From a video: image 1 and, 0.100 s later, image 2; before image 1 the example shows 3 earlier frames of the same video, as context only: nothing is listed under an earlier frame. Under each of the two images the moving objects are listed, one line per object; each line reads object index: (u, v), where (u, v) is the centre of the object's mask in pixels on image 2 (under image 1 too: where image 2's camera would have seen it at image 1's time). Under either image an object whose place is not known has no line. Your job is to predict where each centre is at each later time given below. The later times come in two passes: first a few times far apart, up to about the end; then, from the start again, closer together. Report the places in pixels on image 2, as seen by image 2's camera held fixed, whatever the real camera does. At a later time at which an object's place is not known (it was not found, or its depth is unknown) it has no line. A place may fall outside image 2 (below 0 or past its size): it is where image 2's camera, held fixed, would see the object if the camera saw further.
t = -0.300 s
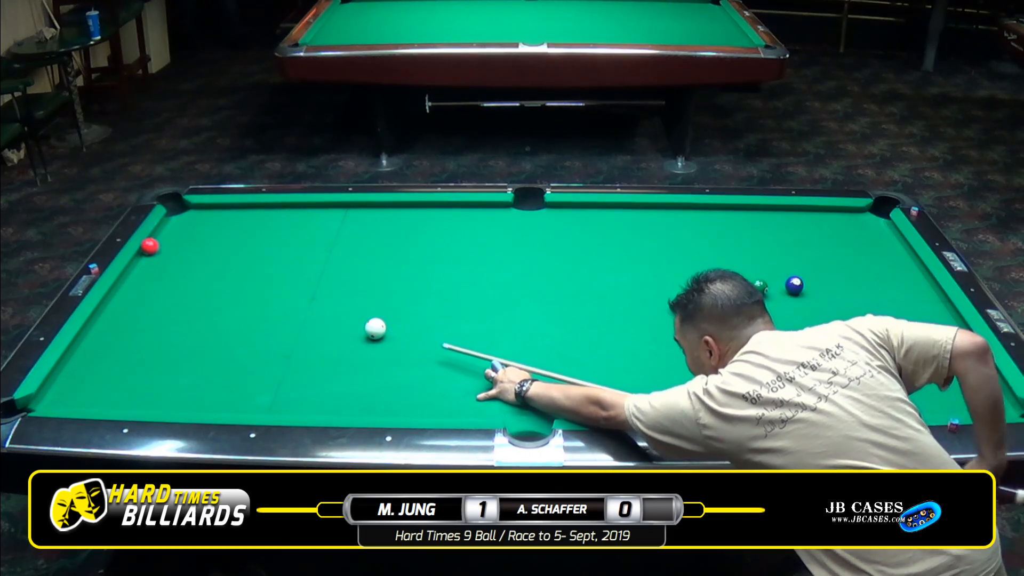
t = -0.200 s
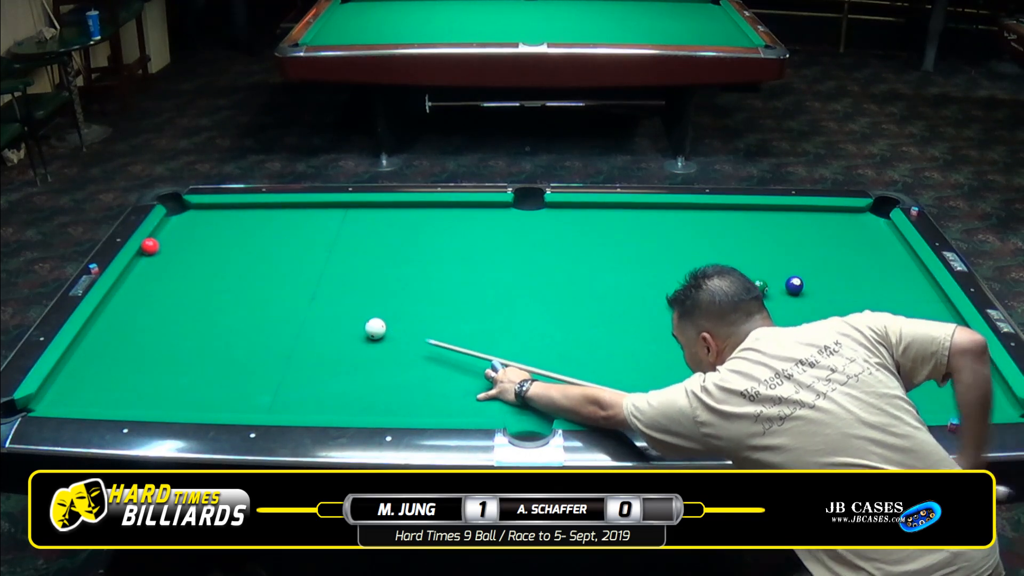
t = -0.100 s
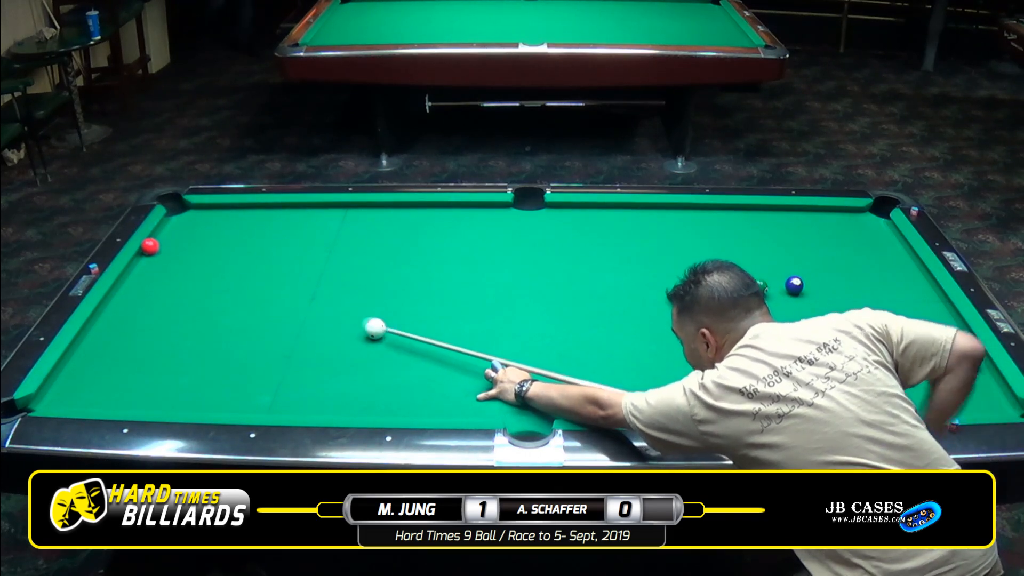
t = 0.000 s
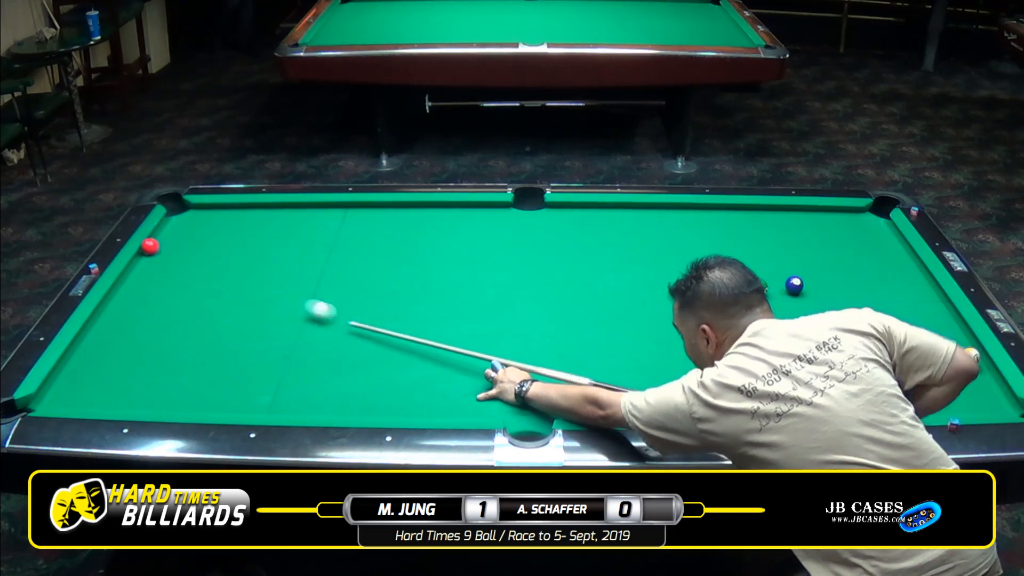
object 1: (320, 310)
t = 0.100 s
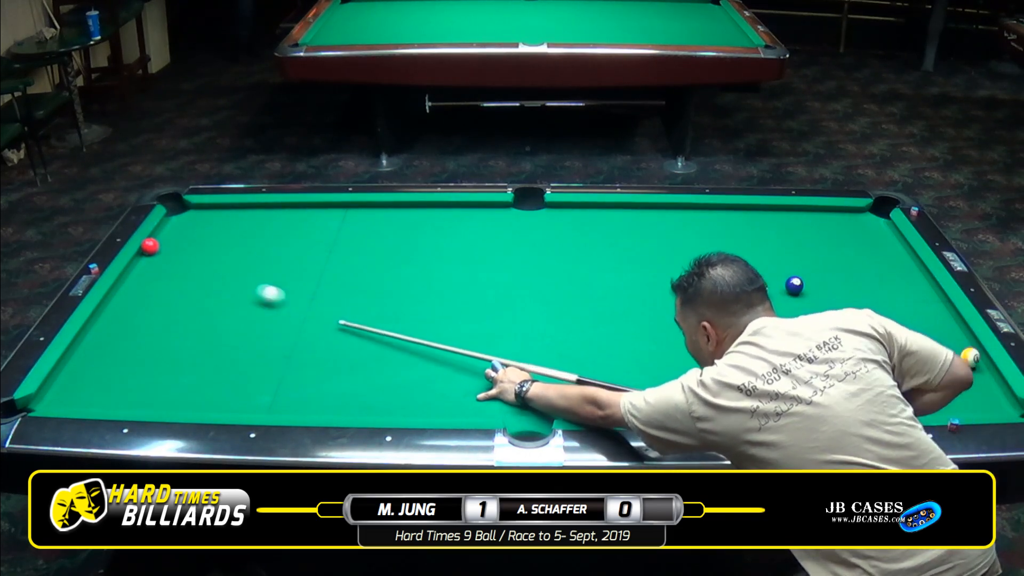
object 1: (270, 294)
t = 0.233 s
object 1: (210, 275)
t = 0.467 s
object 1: (162, 254)
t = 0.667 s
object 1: (220, 251)
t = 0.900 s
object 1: (286, 247)
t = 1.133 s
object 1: (352, 244)
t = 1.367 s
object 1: (416, 241)
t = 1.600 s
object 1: (479, 238)
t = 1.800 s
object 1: (530, 236)
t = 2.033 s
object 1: (588, 233)
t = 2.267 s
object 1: (644, 231)
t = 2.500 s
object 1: (697, 228)
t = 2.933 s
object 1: (790, 224)
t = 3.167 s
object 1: (831, 224)
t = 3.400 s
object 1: (871, 223)
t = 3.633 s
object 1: (871, 222)
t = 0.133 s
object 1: (254, 289)
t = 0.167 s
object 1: (239, 284)
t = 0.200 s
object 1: (224, 279)
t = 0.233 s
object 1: (210, 275)
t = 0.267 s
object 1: (196, 270)
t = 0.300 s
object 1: (182, 266)
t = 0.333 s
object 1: (169, 262)
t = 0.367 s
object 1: (156, 258)
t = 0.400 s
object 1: (144, 254)
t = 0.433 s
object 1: (151, 254)
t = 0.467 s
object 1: (162, 254)
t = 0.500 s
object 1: (172, 253)
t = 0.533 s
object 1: (182, 253)
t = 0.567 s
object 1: (192, 253)
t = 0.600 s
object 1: (201, 252)
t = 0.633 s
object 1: (210, 251)
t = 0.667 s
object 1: (220, 251)
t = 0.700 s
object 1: (229, 250)
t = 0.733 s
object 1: (239, 250)
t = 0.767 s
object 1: (249, 249)
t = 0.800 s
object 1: (258, 249)
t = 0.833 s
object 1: (268, 248)
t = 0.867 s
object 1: (277, 248)
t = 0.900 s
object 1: (286, 247)
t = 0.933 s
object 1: (296, 247)
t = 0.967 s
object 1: (305, 246)
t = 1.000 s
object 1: (314, 246)
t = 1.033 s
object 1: (324, 245)
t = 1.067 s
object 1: (334, 245)
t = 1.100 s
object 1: (343, 244)
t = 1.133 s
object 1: (352, 244)
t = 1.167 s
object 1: (361, 243)
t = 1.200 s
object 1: (370, 243)
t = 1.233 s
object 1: (380, 242)
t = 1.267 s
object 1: (389, 242)
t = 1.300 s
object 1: (398, 242)
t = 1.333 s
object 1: (407, 241)
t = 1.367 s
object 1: (416, 241)
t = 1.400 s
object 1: (425, 240)
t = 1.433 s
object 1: (434, 240)
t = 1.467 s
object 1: (443, 240)
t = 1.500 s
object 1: (452, 239)
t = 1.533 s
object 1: (461, 239)
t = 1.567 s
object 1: (470, 238)
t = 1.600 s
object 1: (479, 238)
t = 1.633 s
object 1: (487, 237)
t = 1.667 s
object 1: (496, 237)
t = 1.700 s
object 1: (505, 237)
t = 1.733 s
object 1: (513, 236)
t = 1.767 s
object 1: (522, 236)
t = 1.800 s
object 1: (530, 236)
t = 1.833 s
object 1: (539, 235)
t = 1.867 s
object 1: (547, 235)
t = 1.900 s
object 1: (555, 235)
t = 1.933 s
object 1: (564, 234)
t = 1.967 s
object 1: (572, 234)
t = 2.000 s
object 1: (580, 233)
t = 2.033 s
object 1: (588, 233)
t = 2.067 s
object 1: (596, 233)
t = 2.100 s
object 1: (605, 232)
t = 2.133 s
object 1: (613, 232)
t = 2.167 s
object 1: (621, 232)
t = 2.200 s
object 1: (628, 231)
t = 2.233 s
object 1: (636, 231)
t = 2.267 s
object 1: (644, 231)
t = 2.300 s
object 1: (652, 230)
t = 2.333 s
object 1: (659, 230)
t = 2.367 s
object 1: (667, 230)
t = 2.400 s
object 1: (674, 230)
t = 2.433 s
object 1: (682, 229)
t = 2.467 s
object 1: (689, 229)
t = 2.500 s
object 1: (697, 228)
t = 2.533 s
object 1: (704, 228)
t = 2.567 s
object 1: (710, 227)
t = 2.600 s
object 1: (714, 226)
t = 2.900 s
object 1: (786, 223)
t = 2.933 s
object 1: (790, 224)
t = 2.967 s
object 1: (794, 225)
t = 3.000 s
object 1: (799, 225)
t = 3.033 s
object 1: (806, 225)
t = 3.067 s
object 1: (812, 225)
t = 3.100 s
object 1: (818, 224)
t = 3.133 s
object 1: (824, 224)
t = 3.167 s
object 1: (831, 224)
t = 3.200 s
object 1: (837, 224)
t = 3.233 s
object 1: (842, 224)
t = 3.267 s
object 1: (849, 224)
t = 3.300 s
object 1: (854, 224)
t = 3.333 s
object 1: (860, 224)
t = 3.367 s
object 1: (866, 223)
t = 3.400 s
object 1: (871, 223)
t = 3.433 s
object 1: (877, 223)
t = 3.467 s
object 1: (883, 223)
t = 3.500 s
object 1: (886, 223)
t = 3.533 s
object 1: (882, 223)
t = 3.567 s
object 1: (878, 223)
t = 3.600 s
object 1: (875, 222)
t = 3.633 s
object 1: (871, 222)
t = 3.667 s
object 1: (867, 222)
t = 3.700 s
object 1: (864, 222)
